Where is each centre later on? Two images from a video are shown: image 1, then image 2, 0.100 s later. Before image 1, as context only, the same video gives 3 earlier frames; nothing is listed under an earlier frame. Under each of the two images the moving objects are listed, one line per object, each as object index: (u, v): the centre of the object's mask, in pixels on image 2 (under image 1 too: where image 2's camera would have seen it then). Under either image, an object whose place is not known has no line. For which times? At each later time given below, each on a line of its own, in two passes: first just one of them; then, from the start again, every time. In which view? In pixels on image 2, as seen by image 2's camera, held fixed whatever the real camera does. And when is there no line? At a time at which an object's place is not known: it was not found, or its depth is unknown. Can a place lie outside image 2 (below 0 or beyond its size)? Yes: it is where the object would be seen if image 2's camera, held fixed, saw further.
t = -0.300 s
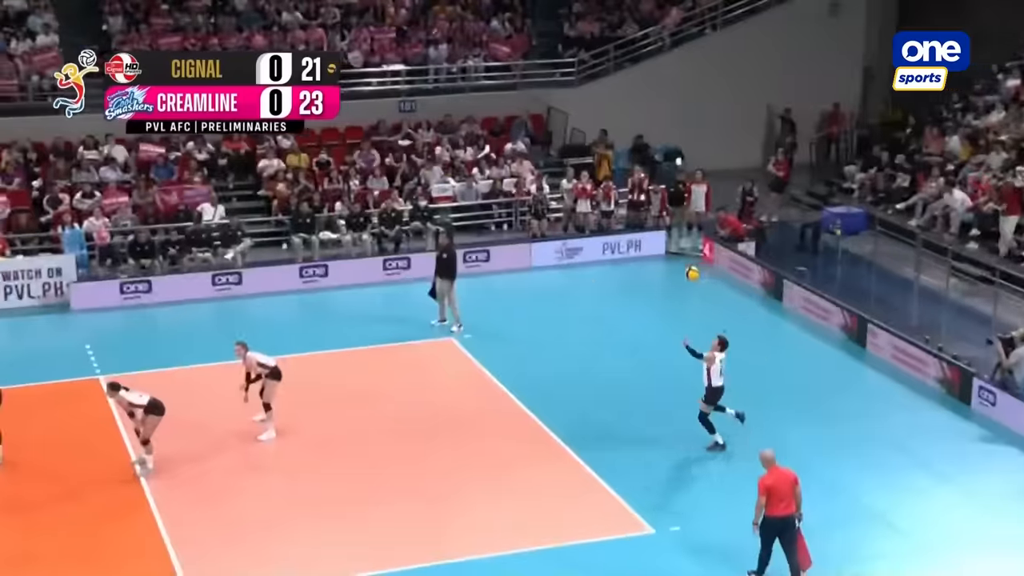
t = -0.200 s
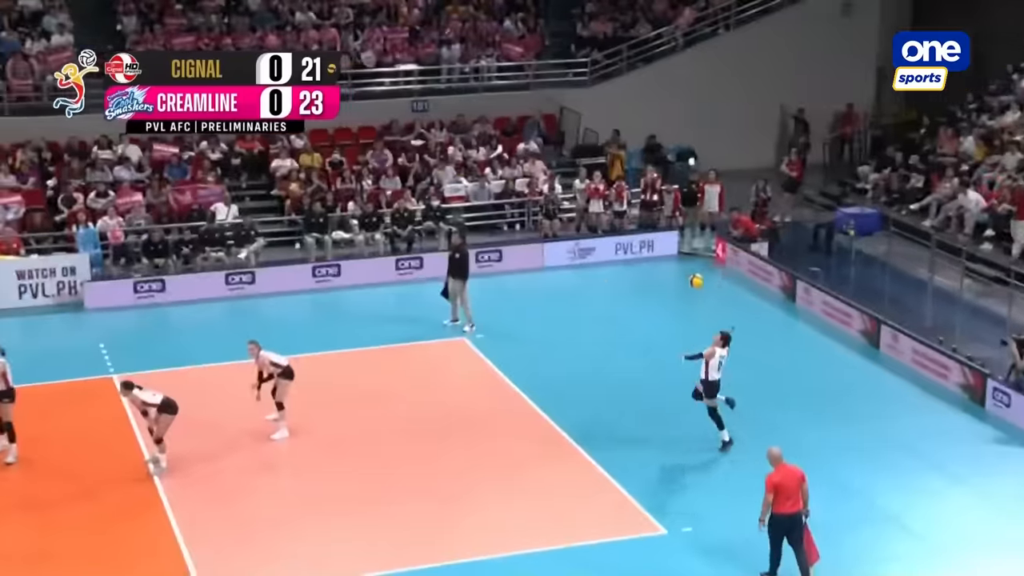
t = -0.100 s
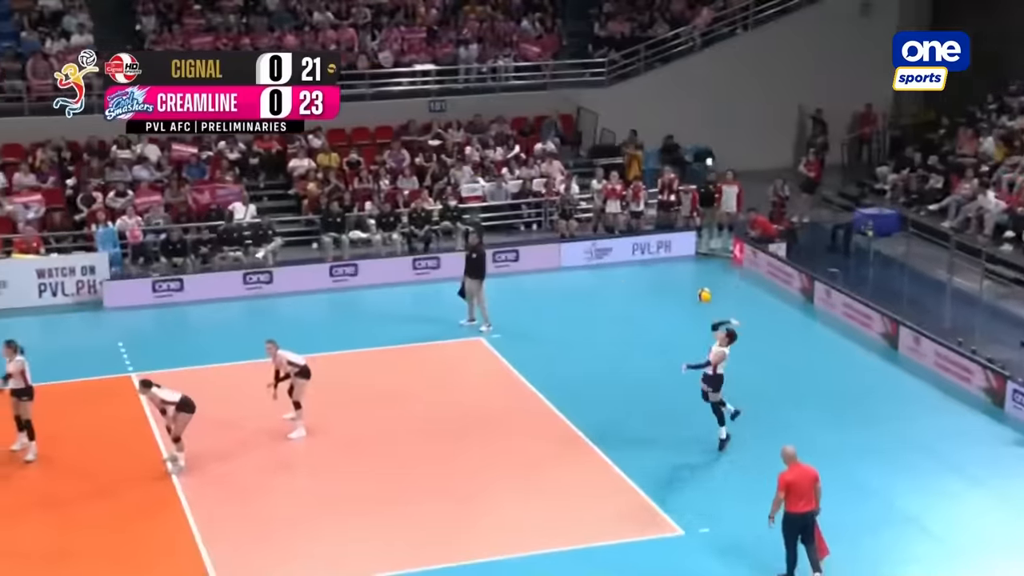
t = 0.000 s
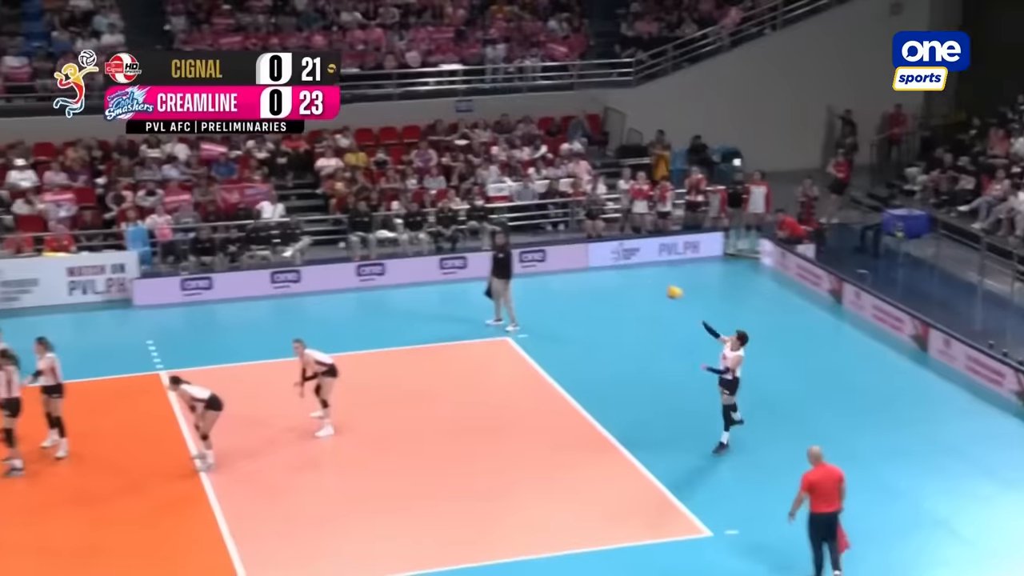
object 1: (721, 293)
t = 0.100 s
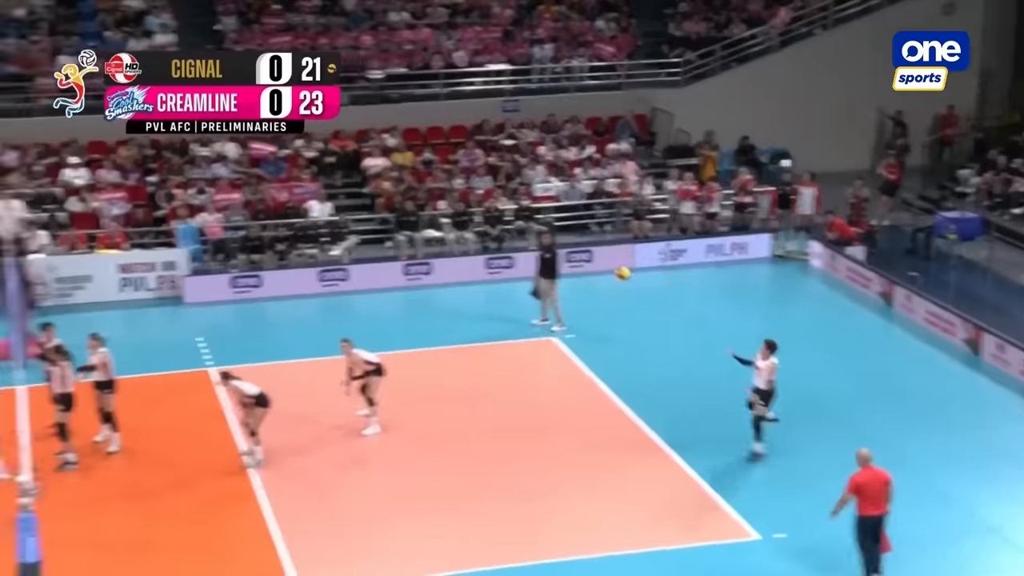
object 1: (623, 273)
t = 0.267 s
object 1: (458, 251)
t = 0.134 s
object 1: (591, 267)
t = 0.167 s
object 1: (556, 263)
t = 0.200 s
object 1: (525, 259)
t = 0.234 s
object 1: (490, 255)
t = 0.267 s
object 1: (458, 251)
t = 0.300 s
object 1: (426, 249)
